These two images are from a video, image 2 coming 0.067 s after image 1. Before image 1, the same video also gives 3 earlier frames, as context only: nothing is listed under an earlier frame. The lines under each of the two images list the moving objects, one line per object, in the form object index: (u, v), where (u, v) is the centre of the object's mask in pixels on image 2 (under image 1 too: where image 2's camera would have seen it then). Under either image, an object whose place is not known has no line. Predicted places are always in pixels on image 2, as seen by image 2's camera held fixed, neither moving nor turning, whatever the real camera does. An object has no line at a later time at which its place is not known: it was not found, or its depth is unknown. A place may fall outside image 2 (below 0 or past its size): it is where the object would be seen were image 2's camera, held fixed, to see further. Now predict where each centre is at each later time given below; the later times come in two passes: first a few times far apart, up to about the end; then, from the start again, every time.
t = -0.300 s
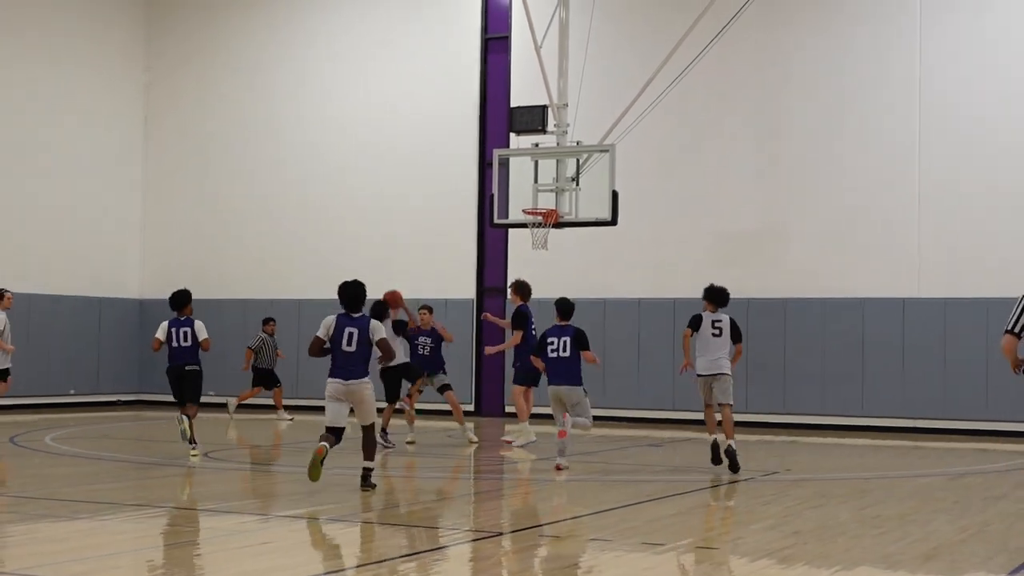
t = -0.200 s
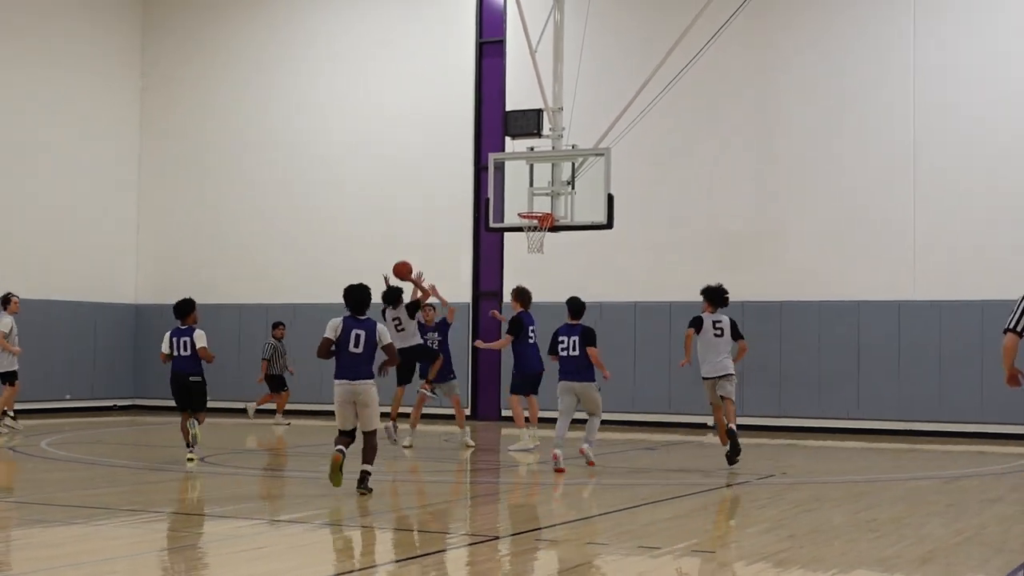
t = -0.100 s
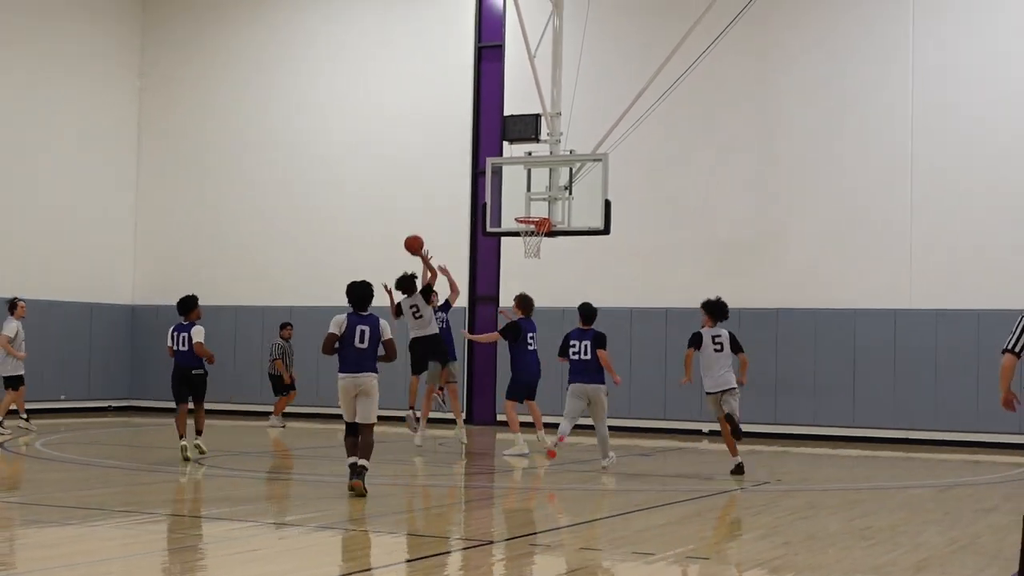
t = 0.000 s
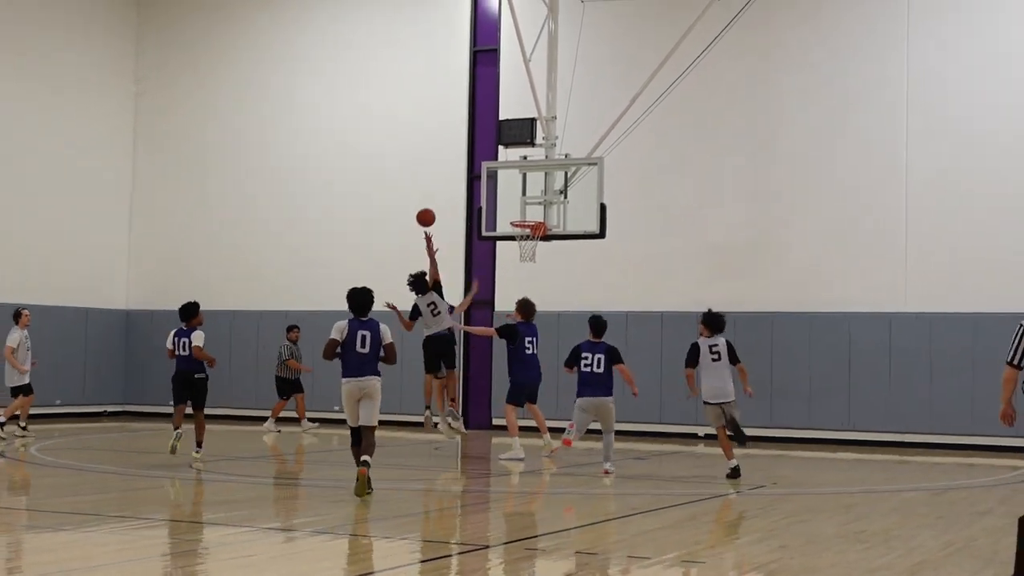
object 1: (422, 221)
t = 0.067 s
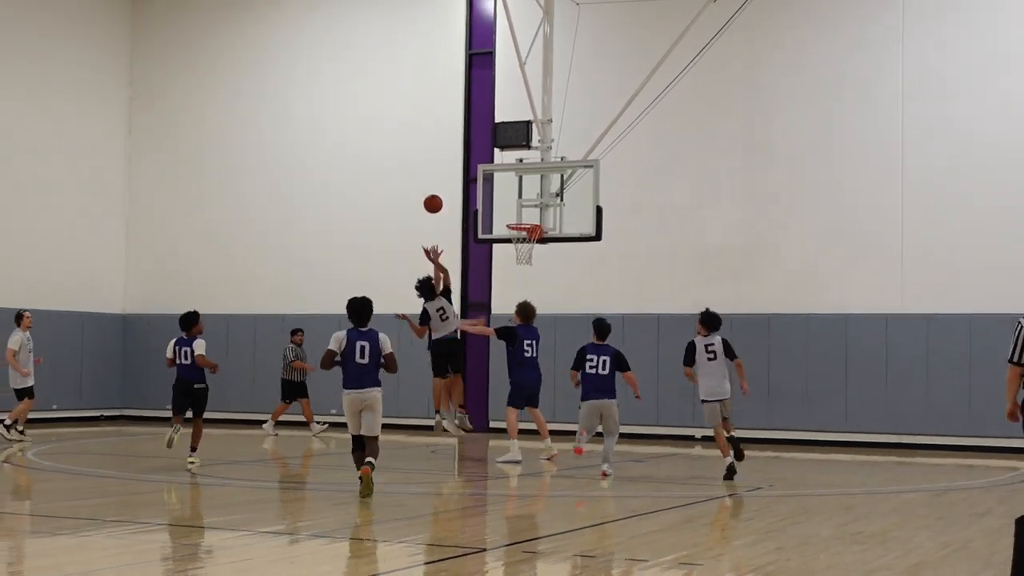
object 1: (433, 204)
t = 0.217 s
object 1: (457, 180)
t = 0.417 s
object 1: (487, 175)
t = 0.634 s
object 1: (516, 203)
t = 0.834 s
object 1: (537, 247)
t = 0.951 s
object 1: (538, 263)
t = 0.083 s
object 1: (436, 200)
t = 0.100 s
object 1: (438, 197)
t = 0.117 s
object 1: (441, 194)
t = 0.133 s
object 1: (444, 191)
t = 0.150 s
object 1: (446, 188)
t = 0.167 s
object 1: (449, 186)
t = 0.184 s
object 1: (452, 184)
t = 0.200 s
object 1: (454, 182)
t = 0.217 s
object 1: (457, 180)
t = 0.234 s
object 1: (460, 179)
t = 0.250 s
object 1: (462, 177)
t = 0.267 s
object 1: (465, 177)
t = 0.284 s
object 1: (467, 176)
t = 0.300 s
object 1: (469, 174)
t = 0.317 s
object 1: (472, 174)
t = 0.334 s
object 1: (474, 174)
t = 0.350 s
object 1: (477, 174)
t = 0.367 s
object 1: (479, 174)
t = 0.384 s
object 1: (481, 174)
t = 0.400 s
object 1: (484, 175)
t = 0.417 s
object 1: (487, 175)
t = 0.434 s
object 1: (489, 177)
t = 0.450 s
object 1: (491, 178)
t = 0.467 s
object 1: (494, 179)
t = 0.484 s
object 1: (496, 181)
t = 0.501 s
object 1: (498, 182)
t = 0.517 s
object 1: (501, 184)
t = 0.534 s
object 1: (503, 186)
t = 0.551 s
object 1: (505, 189)
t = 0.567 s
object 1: (507, 191)
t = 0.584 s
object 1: (509, 194)
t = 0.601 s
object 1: (512, 197)
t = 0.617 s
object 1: (513, 200)
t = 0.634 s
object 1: (516, 203)
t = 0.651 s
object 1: (518, 207)
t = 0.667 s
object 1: (520, 210)
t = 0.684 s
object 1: (522, 214)
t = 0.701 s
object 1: (524, 217)
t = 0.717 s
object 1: (527, 220)
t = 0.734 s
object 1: (529, 226)
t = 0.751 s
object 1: (529, 231)
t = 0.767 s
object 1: (534, 234)
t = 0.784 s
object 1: (535, 237)
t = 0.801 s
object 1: (537, 244)
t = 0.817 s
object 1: (536, 241)
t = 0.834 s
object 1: (537, 247)
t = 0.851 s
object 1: (537, 249)
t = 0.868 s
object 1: (537, 251)
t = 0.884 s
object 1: (538, 253)
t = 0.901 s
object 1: (538, 255)
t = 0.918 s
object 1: (538, 258)
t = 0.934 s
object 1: (538, 260)
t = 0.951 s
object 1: (538, 263)
